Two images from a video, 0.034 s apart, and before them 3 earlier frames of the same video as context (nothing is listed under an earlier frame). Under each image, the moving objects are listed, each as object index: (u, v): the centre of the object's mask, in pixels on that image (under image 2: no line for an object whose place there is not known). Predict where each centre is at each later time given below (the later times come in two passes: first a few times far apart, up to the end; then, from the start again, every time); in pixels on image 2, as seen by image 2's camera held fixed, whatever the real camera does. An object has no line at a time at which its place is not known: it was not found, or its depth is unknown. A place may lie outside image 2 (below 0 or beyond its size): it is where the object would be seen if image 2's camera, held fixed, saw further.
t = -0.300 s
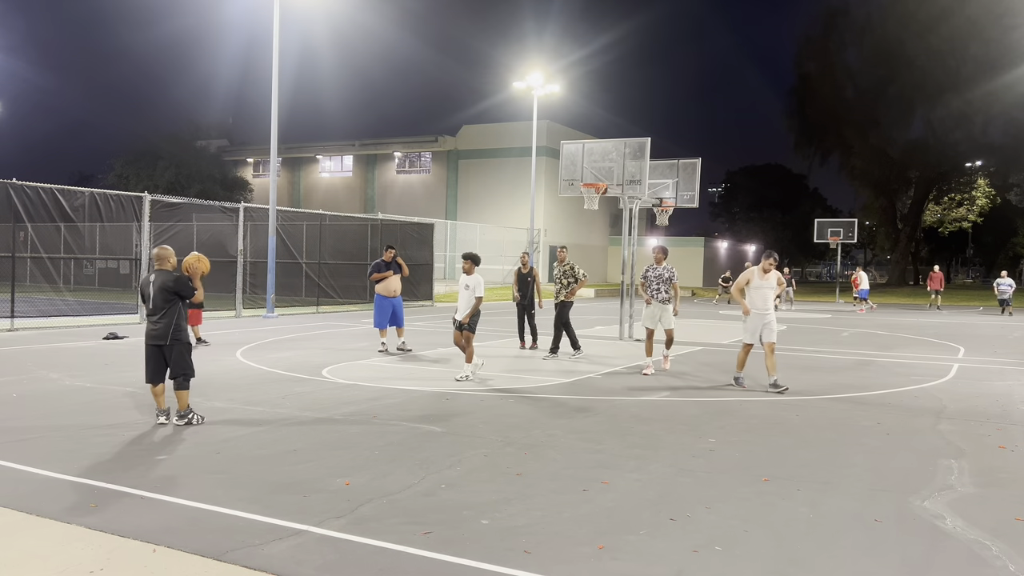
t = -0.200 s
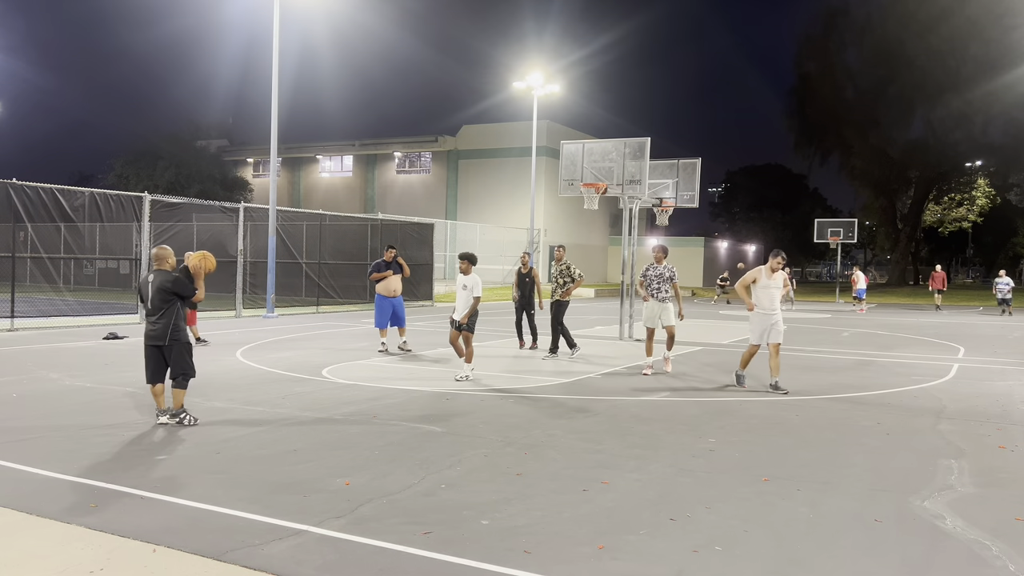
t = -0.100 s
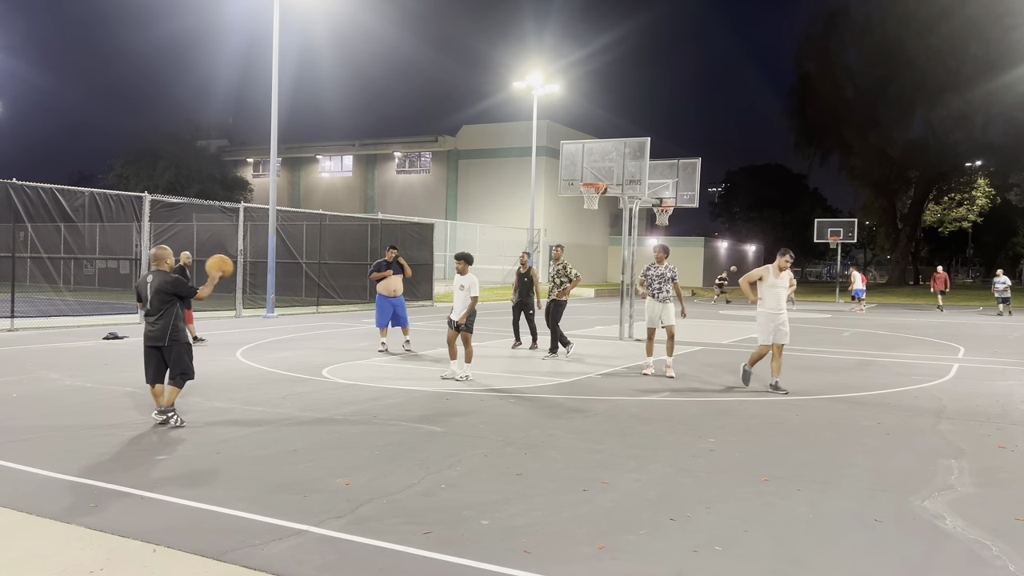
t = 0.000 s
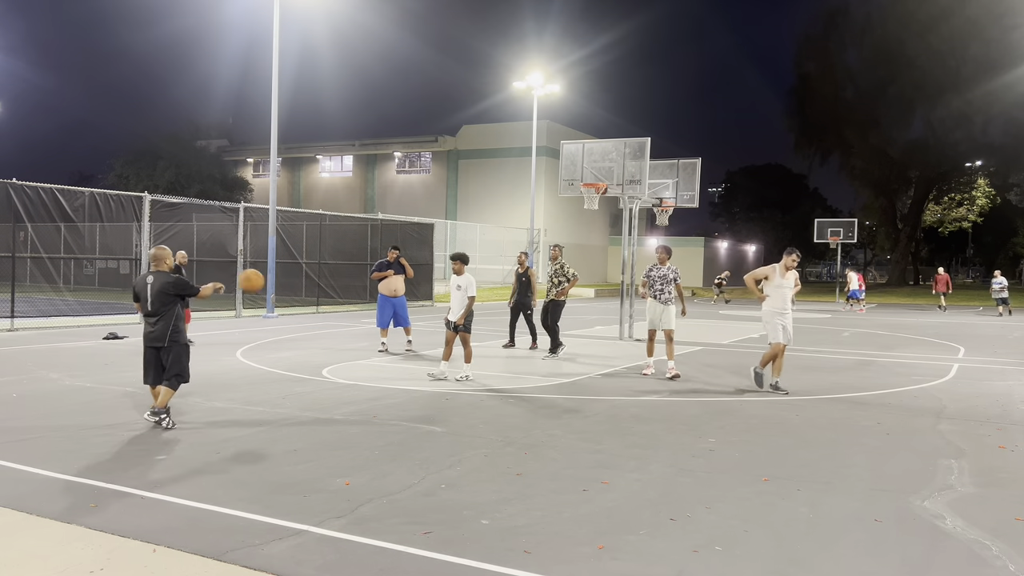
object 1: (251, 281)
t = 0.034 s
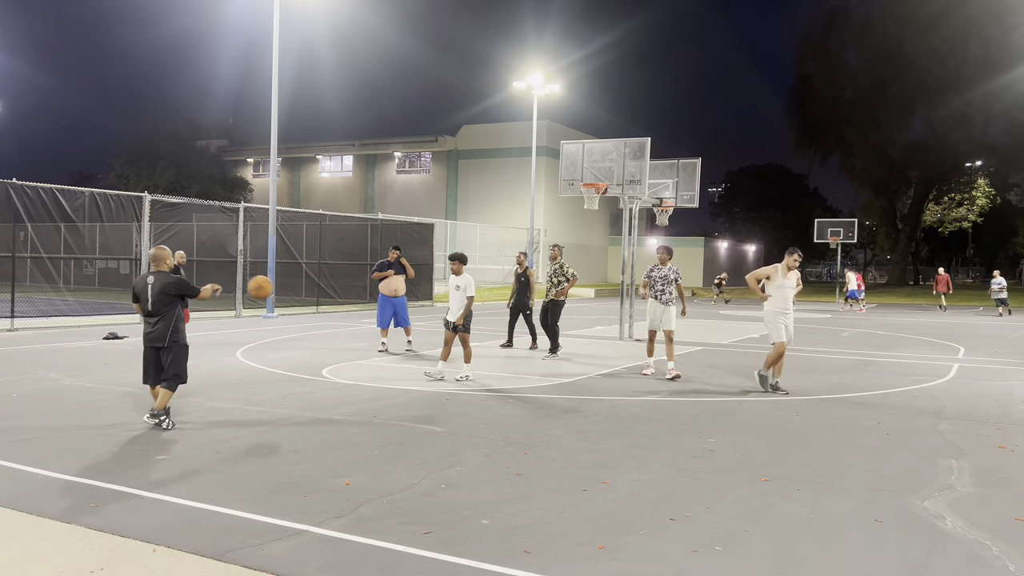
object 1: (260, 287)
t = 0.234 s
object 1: (313, 343)
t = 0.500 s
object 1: (355, 335)
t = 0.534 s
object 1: (359, 327)
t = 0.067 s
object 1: (270, 294)
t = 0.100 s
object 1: (279, 303)
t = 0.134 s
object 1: (288, 311)
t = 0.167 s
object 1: (296, 322)
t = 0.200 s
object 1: (304, 332)
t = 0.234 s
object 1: (313, 343)
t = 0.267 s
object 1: (320, 355)
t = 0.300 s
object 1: (328, 368)
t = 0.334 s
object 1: (335, 381)
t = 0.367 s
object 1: (340, 376)
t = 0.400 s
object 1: (344, 363)
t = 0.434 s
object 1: (348, 353)
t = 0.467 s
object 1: (352, 343)
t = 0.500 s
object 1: (355, 335)
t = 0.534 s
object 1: (359, 327)
